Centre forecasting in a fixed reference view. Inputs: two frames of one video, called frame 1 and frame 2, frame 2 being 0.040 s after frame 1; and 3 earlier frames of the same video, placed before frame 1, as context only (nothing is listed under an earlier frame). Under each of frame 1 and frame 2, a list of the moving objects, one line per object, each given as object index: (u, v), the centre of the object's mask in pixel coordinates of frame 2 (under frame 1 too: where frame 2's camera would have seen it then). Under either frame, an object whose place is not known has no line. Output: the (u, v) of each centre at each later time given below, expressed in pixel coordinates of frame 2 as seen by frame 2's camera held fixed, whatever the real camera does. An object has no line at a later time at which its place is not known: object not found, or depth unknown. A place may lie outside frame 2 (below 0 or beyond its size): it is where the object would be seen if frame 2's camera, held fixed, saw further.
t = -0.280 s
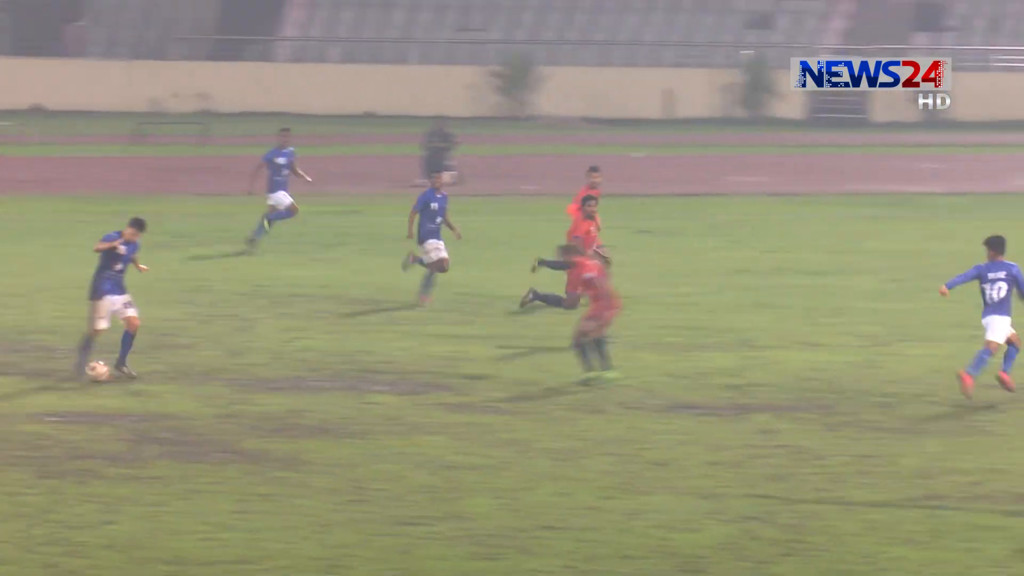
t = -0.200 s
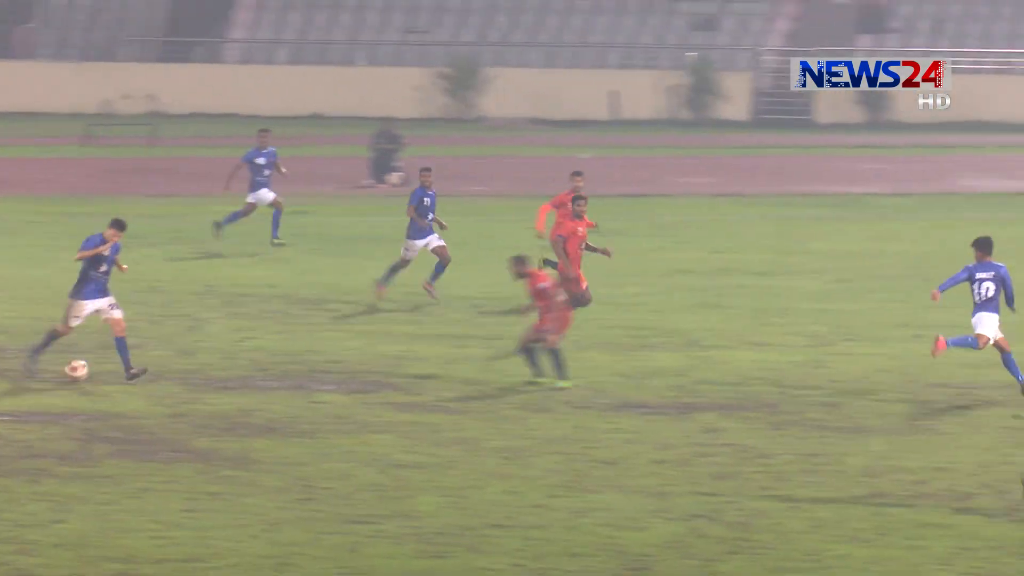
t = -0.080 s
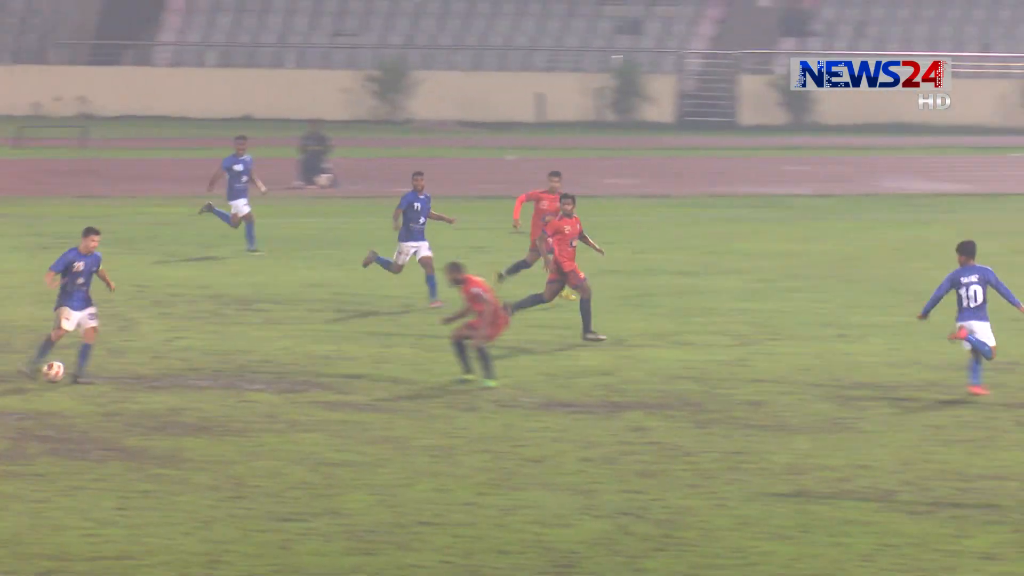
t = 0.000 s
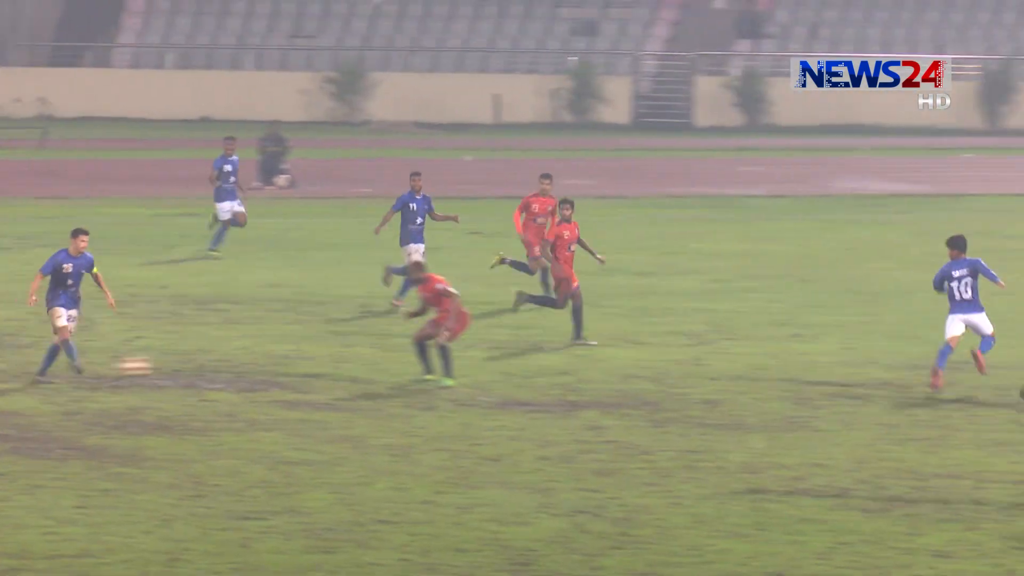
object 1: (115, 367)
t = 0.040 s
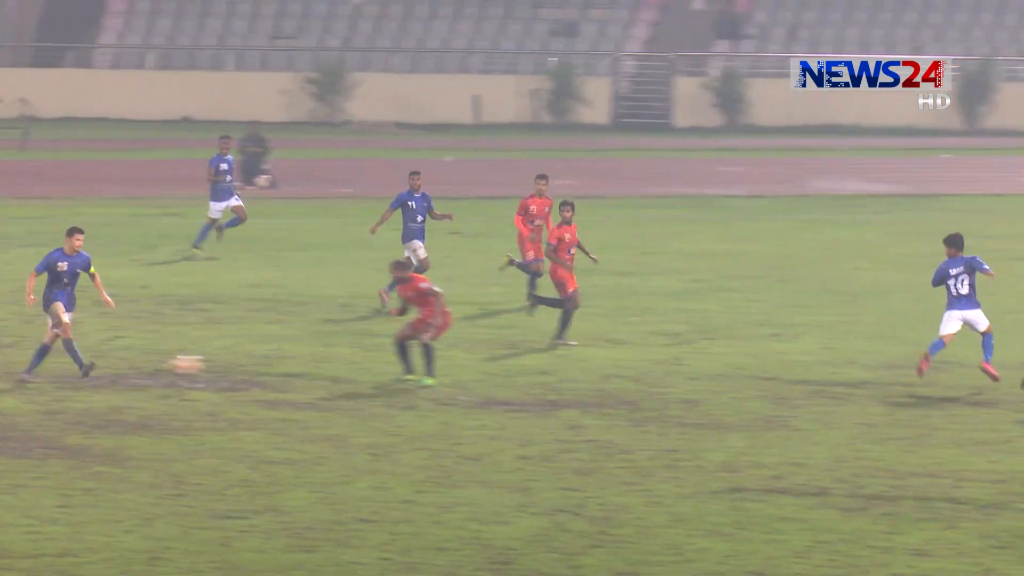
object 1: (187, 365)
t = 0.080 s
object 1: (257, 365)
